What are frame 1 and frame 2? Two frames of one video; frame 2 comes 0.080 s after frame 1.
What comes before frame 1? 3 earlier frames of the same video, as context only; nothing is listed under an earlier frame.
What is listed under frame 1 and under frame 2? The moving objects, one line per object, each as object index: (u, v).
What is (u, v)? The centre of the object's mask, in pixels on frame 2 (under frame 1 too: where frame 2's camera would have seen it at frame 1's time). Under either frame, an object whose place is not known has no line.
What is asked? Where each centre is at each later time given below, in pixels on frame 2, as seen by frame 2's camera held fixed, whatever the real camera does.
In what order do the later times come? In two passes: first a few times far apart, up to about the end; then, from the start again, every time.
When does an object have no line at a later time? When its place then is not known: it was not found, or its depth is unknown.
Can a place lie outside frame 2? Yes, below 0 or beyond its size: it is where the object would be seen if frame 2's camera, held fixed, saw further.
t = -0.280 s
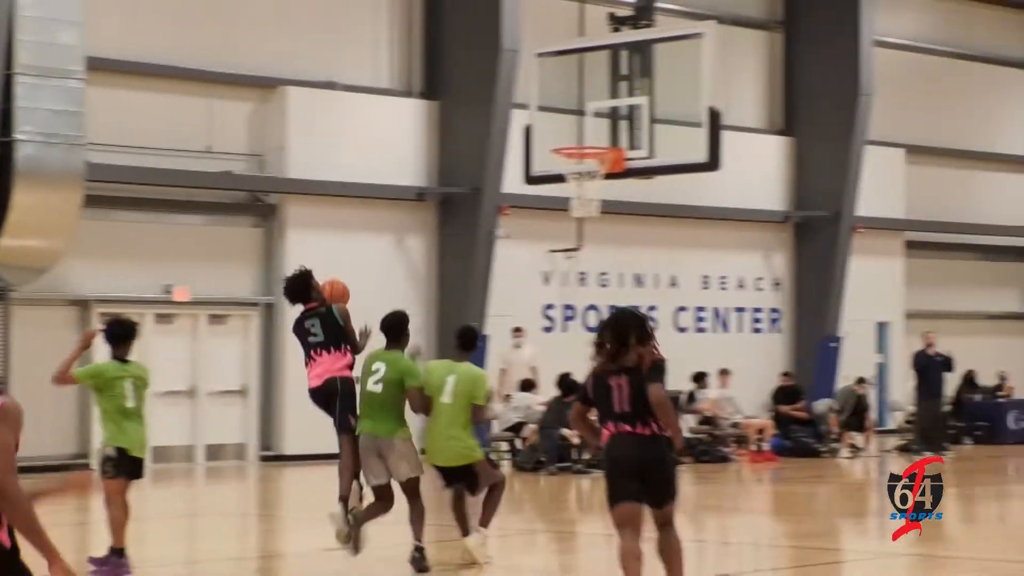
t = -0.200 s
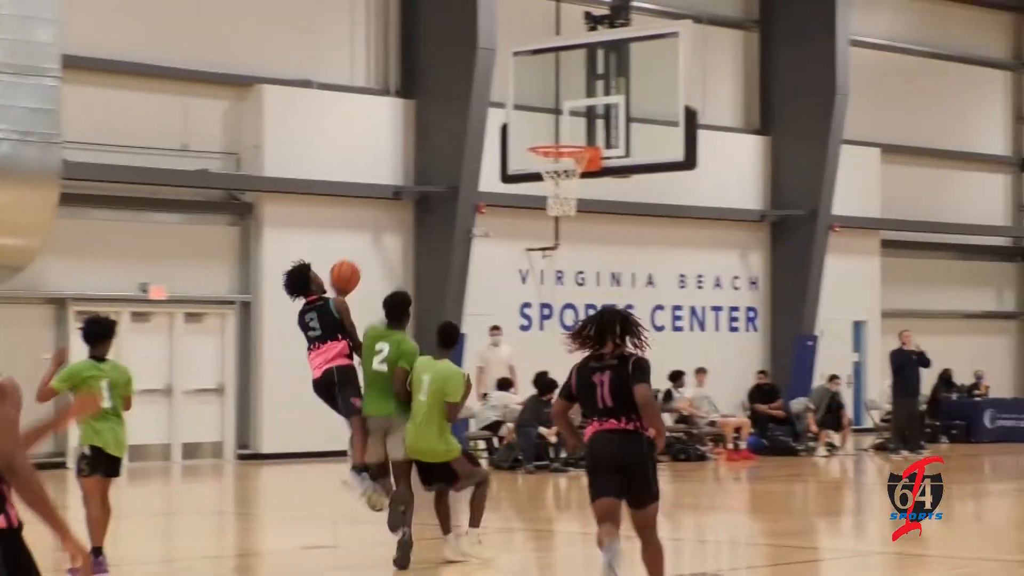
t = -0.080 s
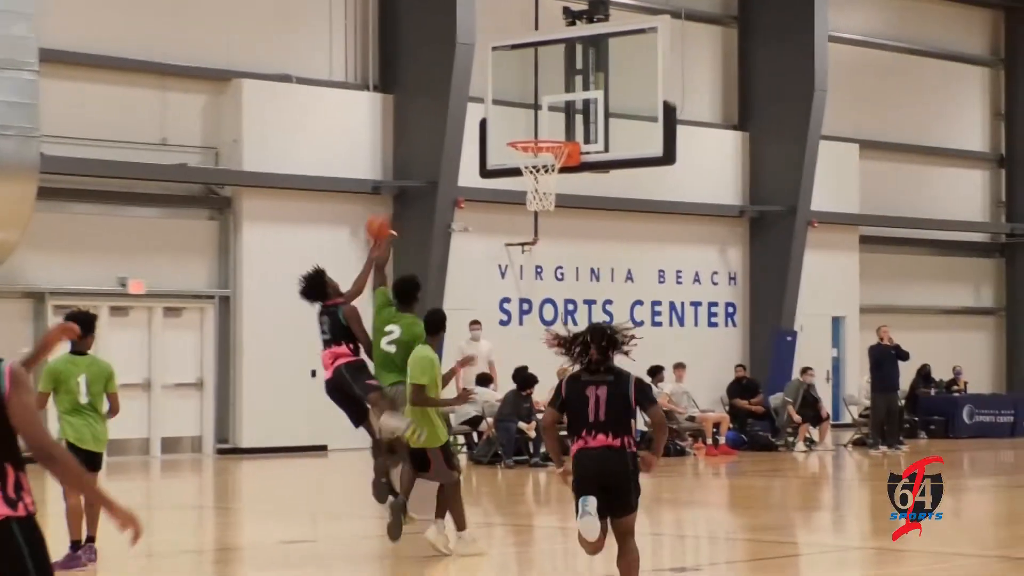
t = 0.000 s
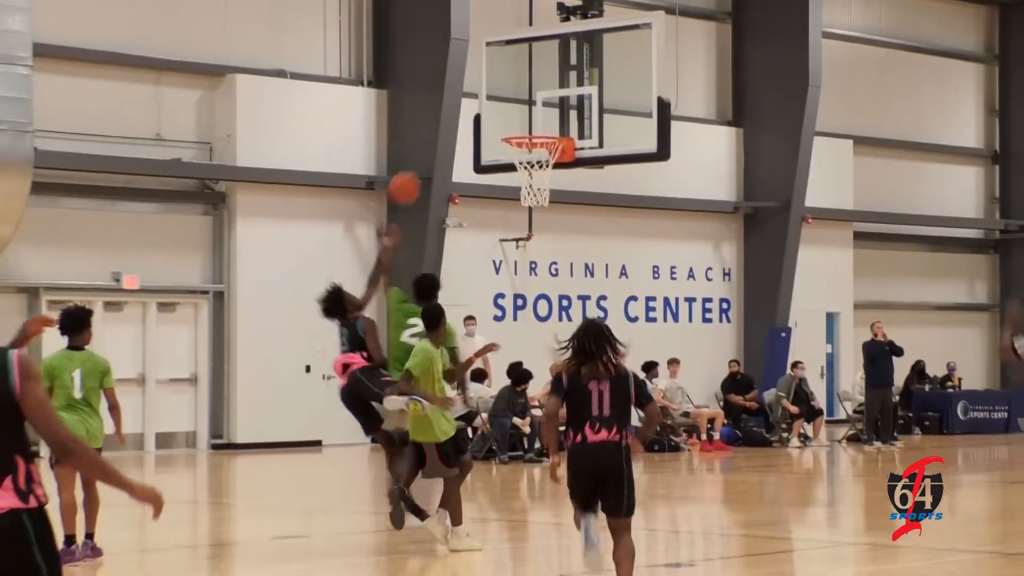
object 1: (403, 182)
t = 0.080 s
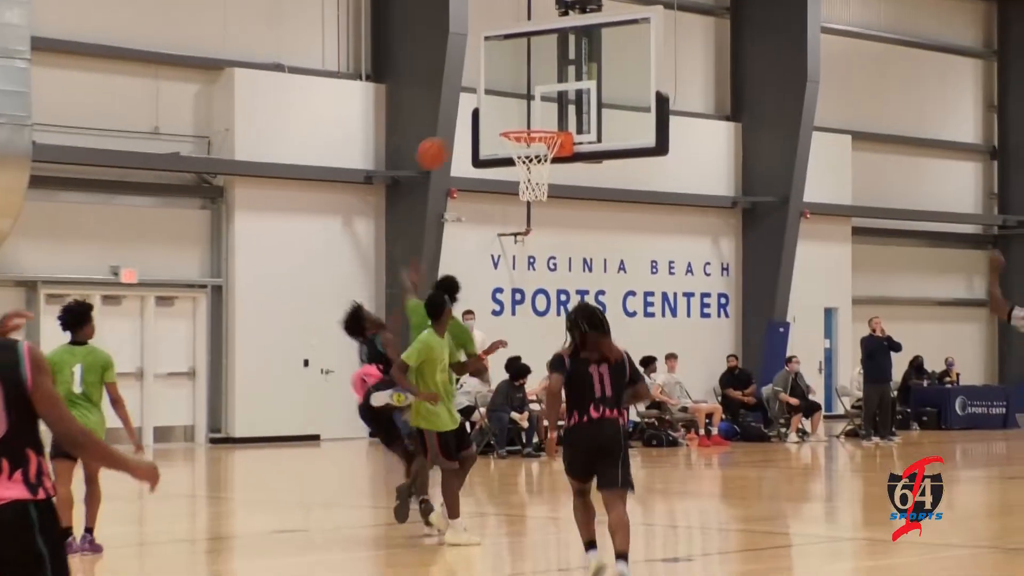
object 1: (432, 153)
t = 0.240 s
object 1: (493, 119)
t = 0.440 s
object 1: (503, 105)
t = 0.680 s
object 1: (498, 114)
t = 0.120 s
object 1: (446, 142)
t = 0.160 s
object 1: (462, 132)
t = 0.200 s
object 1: (478, 125)
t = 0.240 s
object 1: (493, 119)
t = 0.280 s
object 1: (507, 115)
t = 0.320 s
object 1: (506, 109)
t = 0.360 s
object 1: (505, 106)
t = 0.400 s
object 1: (504, 104)
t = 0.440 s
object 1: (503, 105)
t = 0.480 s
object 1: (502, 107)
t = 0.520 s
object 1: (500, 112)
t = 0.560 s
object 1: (499, 117)
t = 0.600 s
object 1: (499, 114)
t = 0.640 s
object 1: (499, 113)
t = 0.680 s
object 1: (498, 114)
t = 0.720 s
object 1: (498, 117)
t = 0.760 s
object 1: (497, 122)
